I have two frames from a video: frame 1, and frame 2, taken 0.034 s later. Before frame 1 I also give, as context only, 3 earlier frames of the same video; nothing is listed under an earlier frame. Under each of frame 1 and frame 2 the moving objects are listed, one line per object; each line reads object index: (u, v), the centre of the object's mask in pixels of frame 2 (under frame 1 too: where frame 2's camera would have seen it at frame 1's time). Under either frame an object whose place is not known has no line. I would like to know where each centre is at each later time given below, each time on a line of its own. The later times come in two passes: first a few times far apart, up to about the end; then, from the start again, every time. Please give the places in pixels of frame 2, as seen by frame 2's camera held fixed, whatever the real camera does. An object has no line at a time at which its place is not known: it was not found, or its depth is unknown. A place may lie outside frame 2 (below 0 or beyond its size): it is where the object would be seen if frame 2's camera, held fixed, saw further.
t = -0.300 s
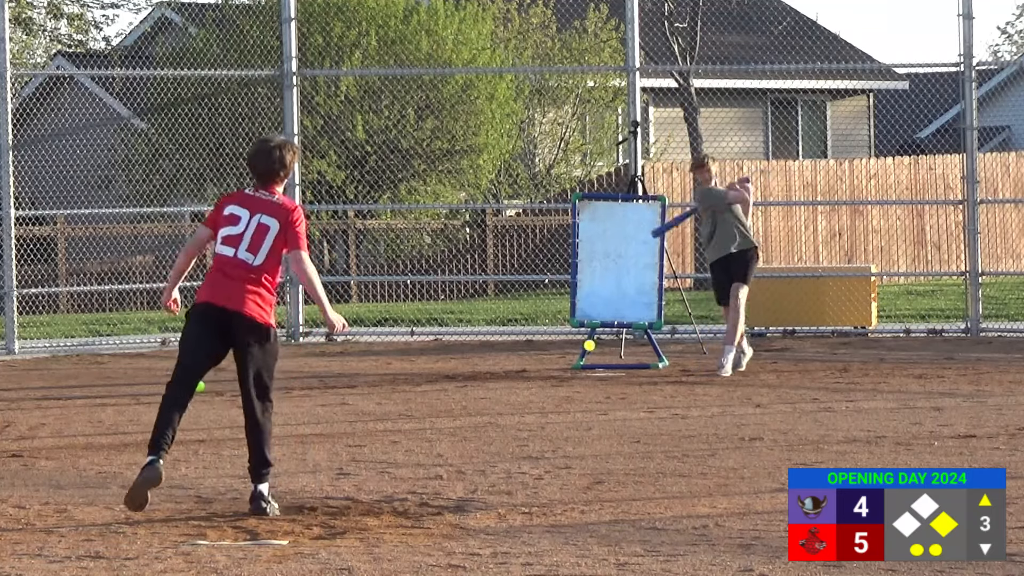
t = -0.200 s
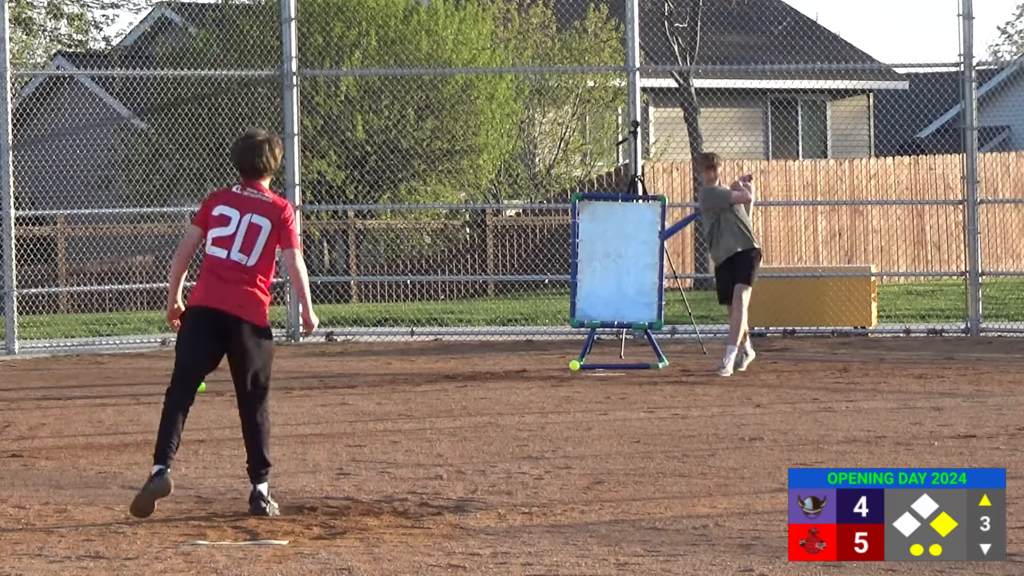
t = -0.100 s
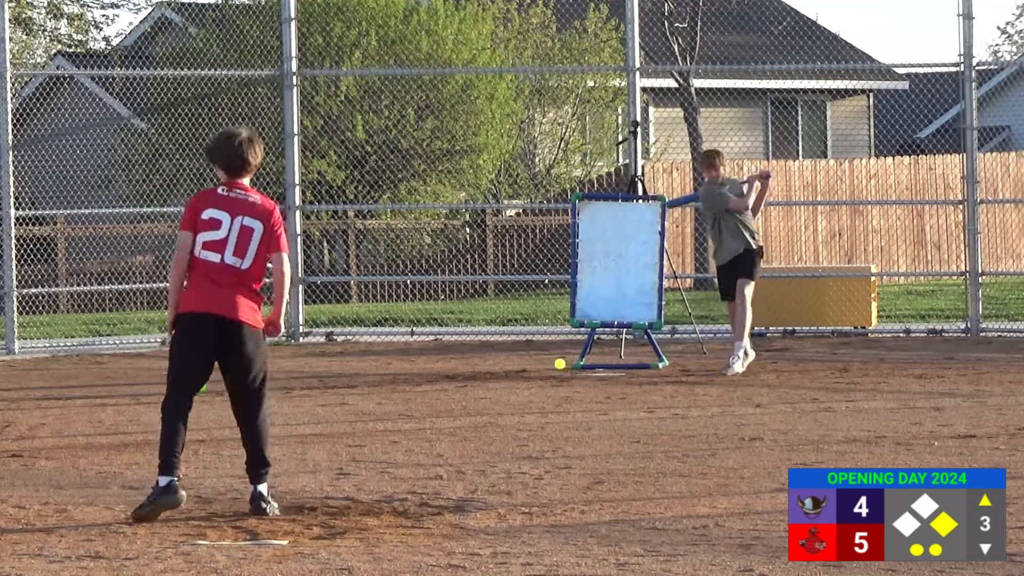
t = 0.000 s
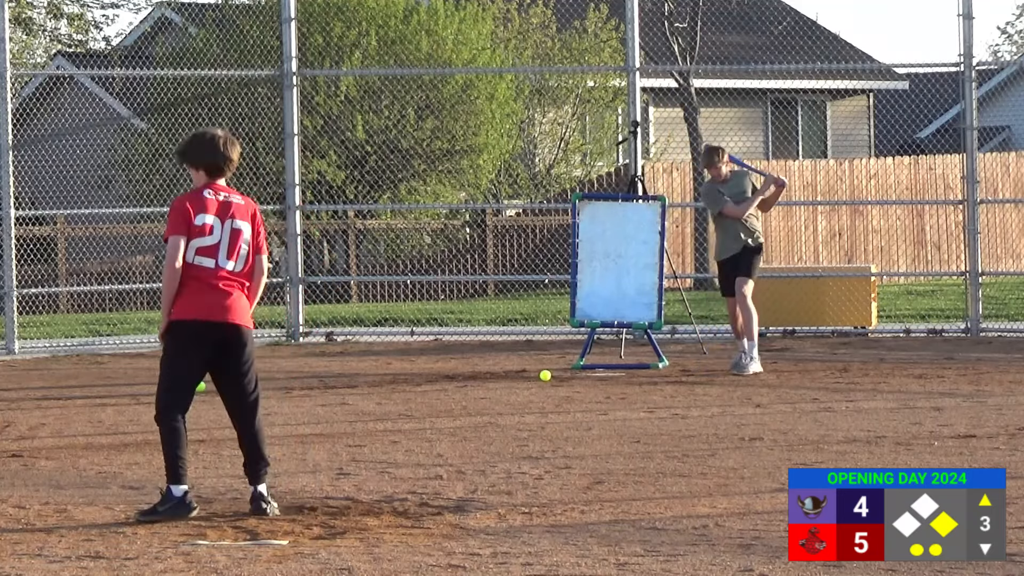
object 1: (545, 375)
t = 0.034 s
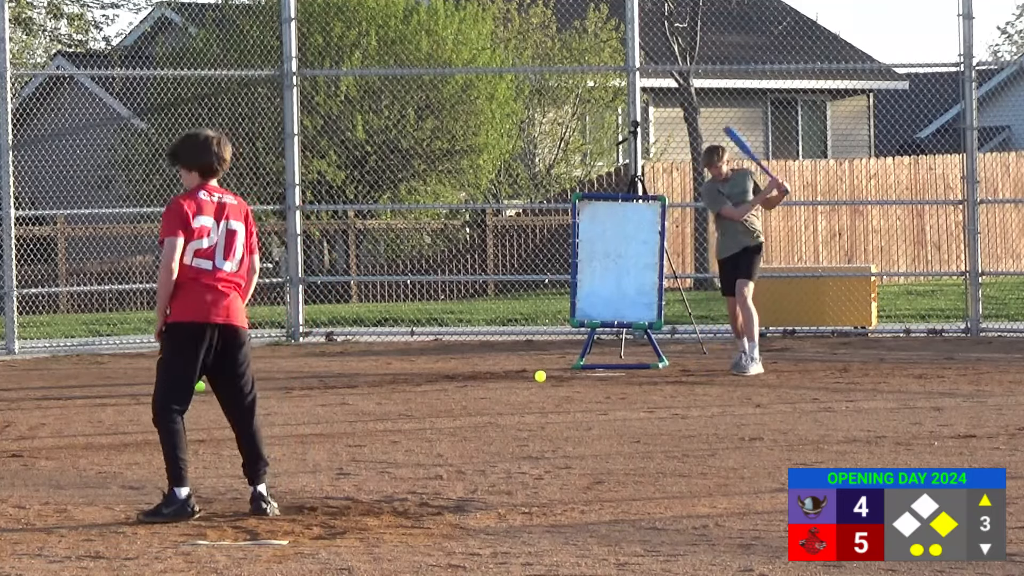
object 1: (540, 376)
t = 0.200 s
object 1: (515, 379)
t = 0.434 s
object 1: (479, 385)
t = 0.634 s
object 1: (446, 390)
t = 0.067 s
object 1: (535, 377)
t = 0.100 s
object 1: (530, 377)
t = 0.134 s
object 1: (524, 378)
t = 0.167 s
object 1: (520, 378)
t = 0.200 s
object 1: (515, 379)
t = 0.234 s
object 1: (510, 381)
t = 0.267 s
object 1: (505, 379)
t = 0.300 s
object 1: (501, 380)
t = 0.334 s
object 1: (495, 382)
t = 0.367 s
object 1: (490, 383)
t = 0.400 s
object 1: (485, 383)
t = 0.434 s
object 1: (479, 385)
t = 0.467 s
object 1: (474, 385)
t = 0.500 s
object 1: (468, 386)
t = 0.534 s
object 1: (463, 387)
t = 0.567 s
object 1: (457, 386)
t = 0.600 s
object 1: (451, 387)
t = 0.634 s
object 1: (446, 390)
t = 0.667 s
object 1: (441, 389)
